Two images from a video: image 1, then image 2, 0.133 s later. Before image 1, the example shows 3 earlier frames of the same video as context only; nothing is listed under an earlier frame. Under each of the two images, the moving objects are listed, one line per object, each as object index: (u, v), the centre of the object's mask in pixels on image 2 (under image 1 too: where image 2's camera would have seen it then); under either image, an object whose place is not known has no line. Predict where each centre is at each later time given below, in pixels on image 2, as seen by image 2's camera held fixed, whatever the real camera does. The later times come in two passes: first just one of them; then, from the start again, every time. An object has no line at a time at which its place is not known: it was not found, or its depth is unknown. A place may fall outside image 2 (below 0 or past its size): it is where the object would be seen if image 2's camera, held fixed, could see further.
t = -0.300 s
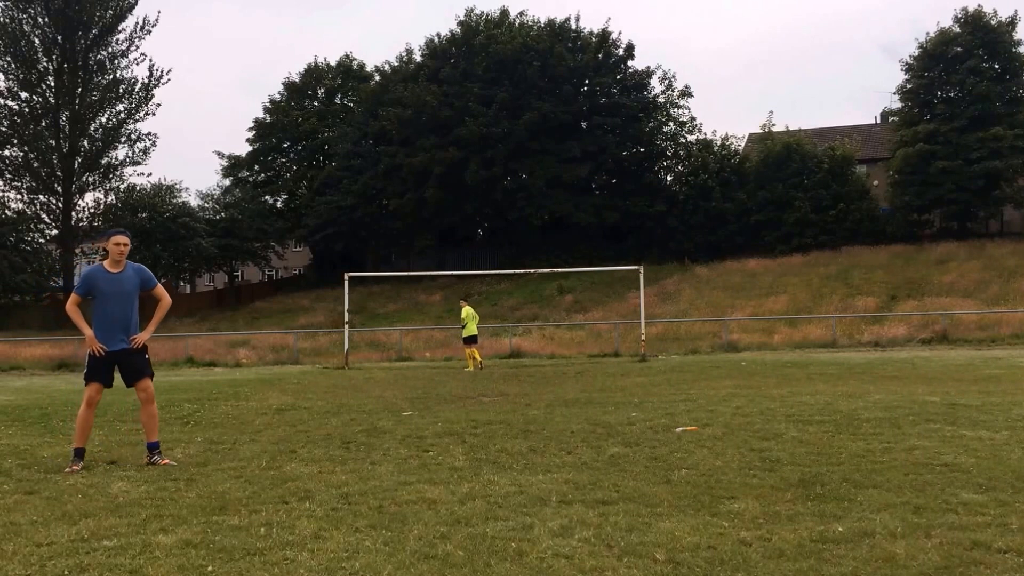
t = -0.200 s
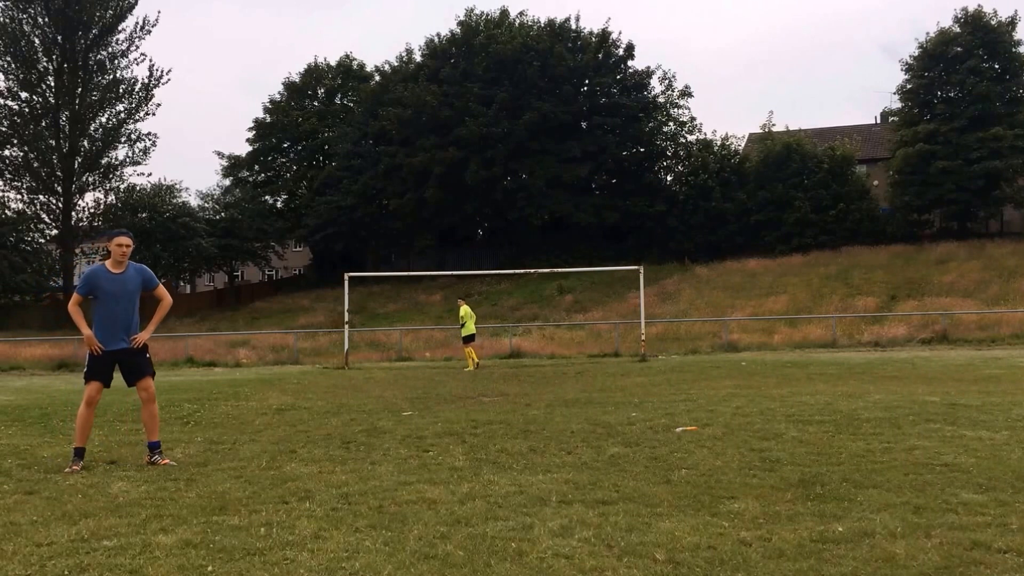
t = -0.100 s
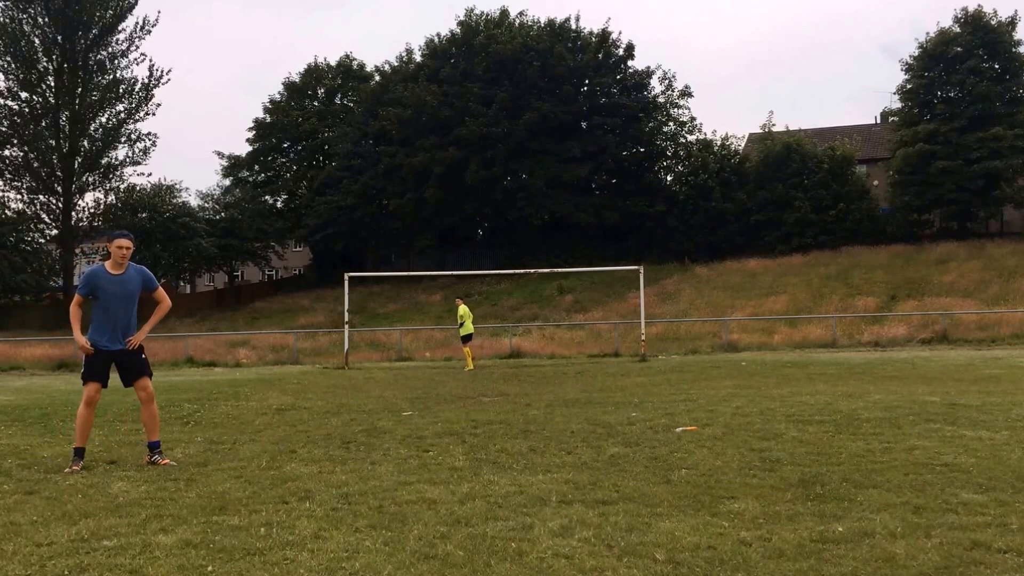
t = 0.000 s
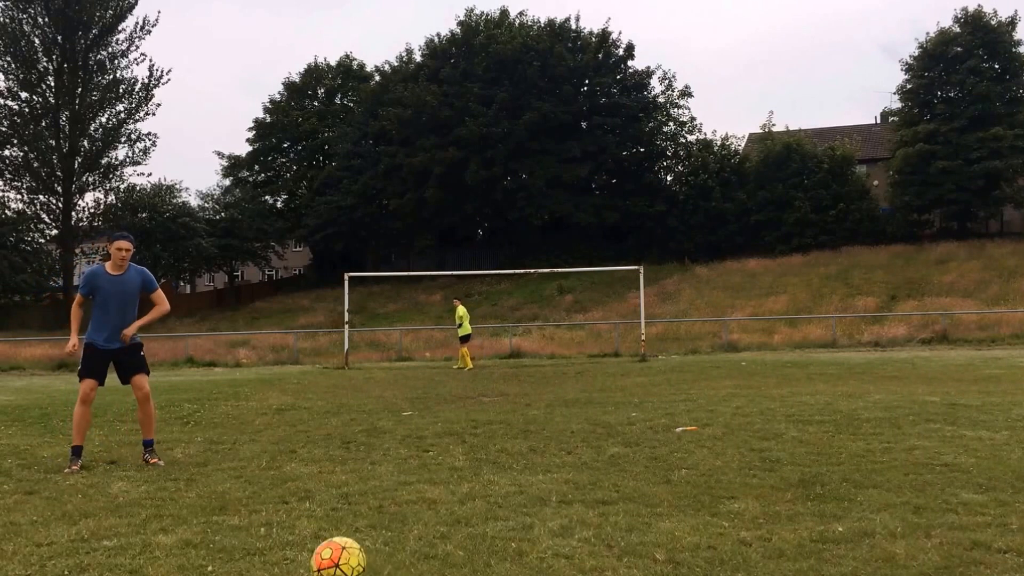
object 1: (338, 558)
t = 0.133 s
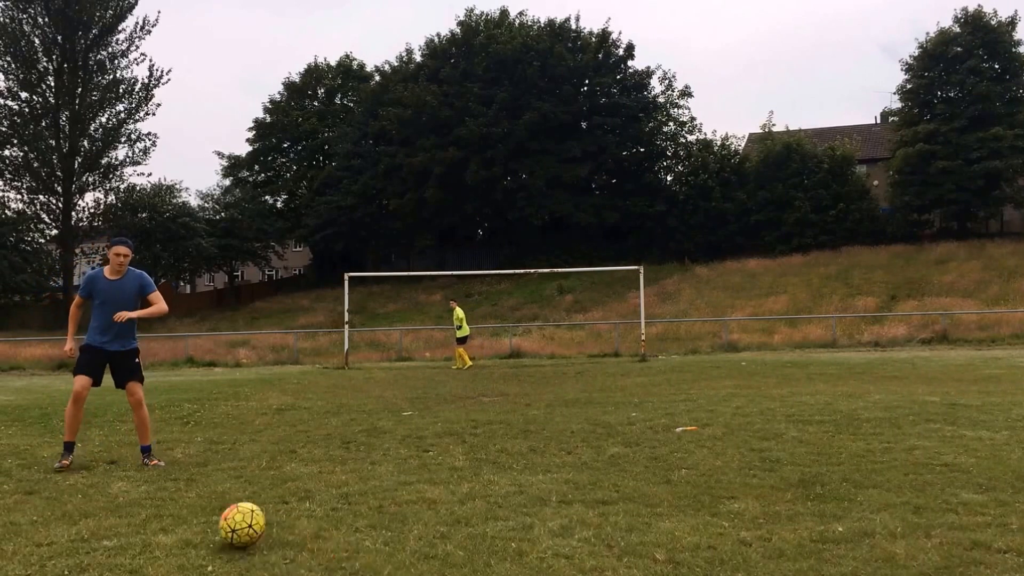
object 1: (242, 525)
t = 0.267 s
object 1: (179, 493)
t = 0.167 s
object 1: (224, 518)
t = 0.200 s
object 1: (208, 512)
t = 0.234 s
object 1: (193, 501)
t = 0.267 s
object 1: (179, 493)
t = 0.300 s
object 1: (167, 488)
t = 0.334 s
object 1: (155, 484)
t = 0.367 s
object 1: (143, 483)
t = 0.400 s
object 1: (133, 483)
